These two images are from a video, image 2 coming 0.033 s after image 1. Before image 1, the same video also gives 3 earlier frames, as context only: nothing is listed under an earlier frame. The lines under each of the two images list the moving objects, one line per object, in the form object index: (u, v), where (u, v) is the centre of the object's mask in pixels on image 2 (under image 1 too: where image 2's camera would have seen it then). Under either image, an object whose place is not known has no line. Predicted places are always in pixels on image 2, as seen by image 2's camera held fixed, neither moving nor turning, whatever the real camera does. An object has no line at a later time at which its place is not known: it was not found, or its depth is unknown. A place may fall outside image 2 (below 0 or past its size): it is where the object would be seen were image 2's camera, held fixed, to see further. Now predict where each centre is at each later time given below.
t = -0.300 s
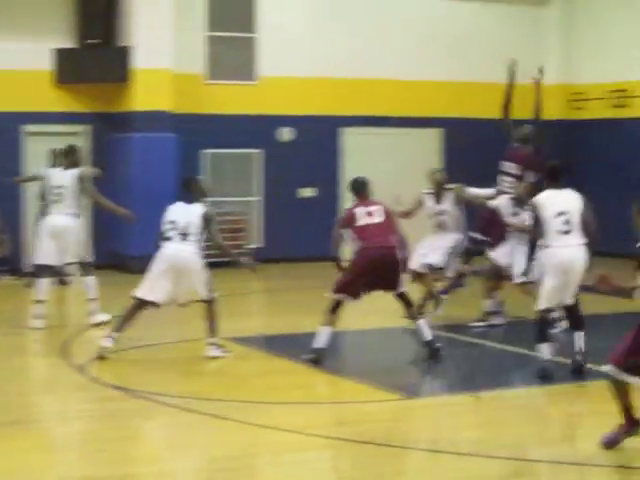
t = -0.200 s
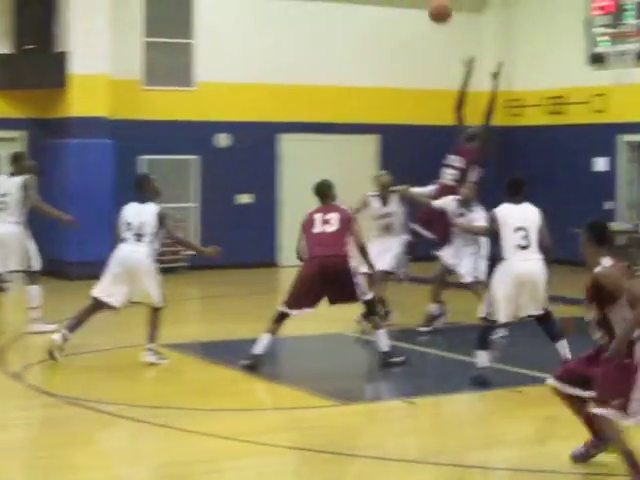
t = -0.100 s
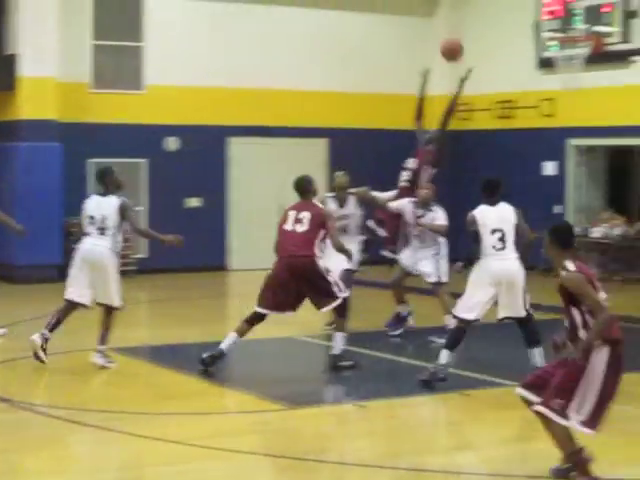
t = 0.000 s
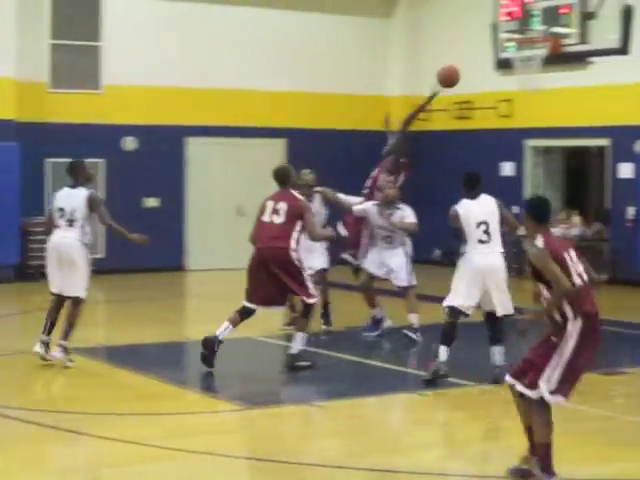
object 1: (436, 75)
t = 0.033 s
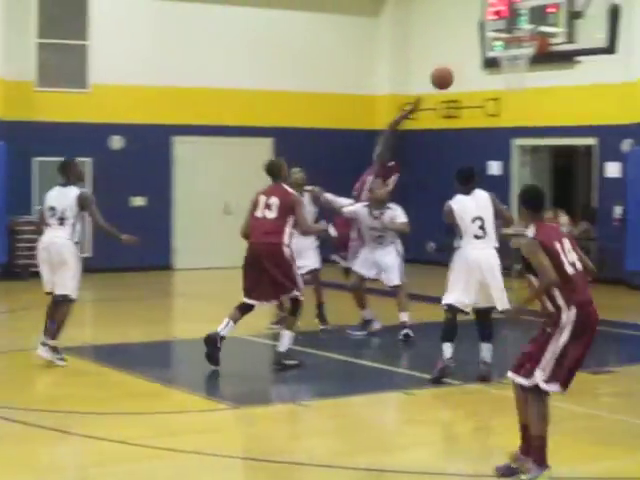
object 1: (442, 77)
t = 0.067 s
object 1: (447, 81)
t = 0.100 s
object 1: (453, 86)
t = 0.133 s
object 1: (459, 92)
